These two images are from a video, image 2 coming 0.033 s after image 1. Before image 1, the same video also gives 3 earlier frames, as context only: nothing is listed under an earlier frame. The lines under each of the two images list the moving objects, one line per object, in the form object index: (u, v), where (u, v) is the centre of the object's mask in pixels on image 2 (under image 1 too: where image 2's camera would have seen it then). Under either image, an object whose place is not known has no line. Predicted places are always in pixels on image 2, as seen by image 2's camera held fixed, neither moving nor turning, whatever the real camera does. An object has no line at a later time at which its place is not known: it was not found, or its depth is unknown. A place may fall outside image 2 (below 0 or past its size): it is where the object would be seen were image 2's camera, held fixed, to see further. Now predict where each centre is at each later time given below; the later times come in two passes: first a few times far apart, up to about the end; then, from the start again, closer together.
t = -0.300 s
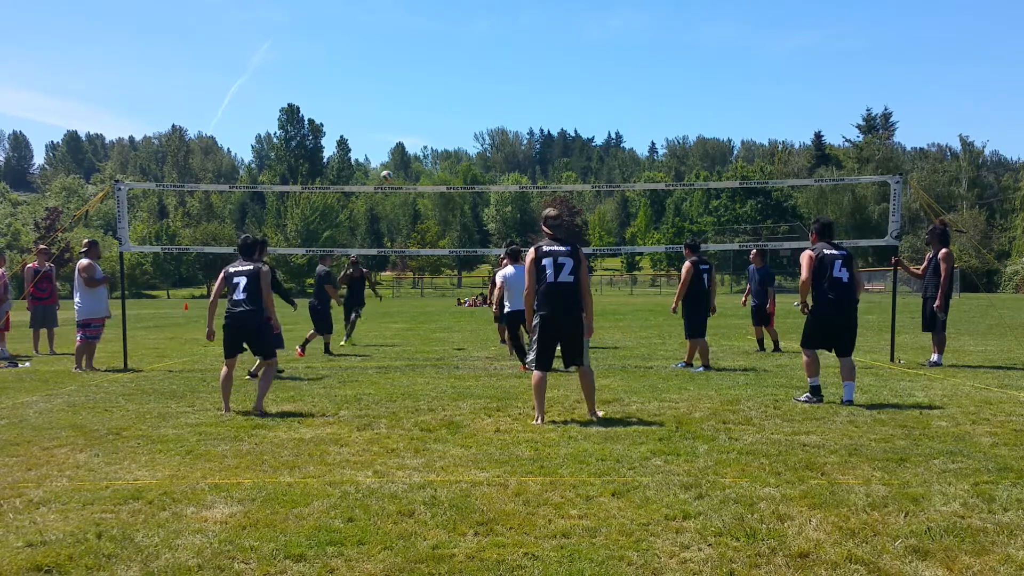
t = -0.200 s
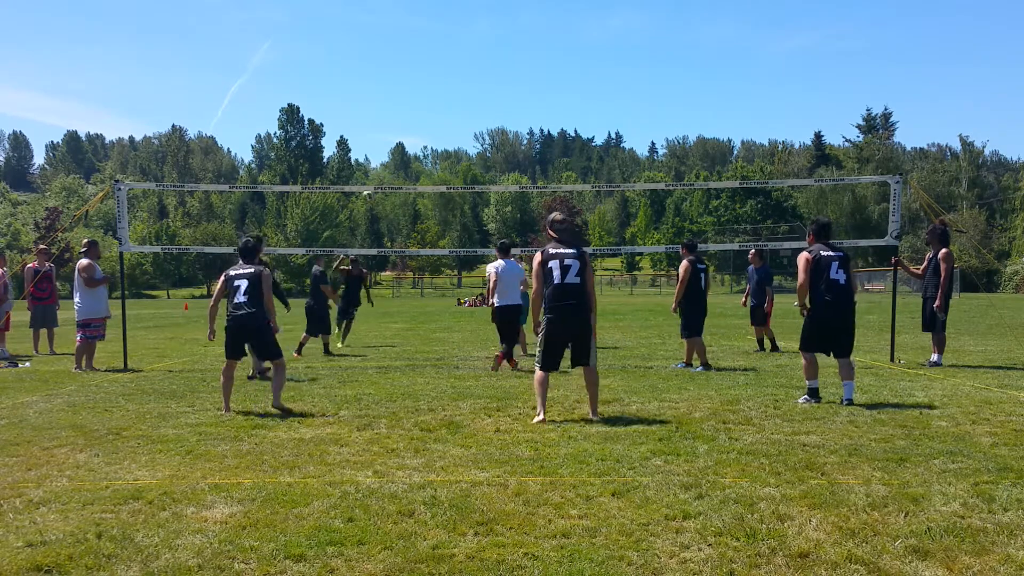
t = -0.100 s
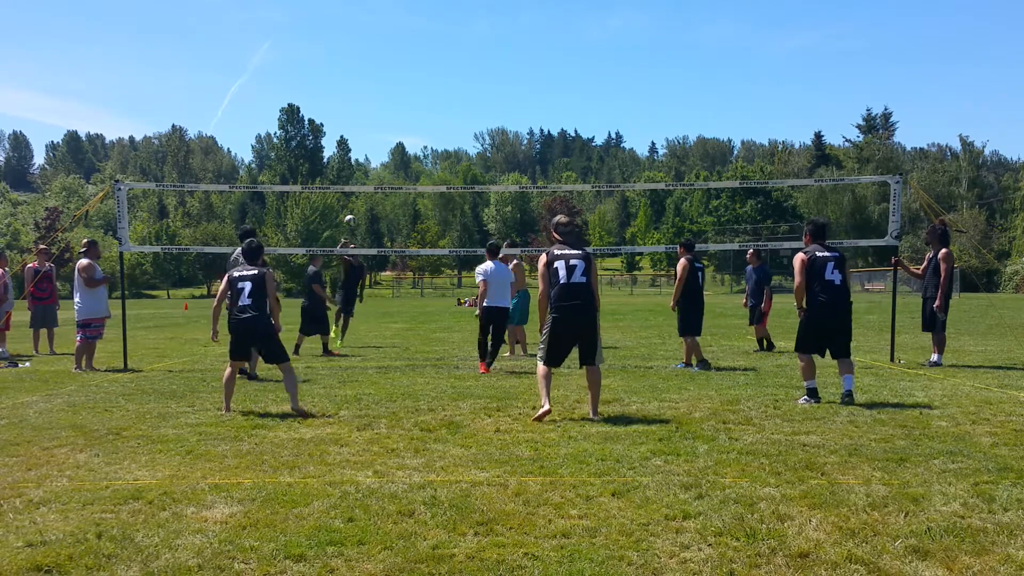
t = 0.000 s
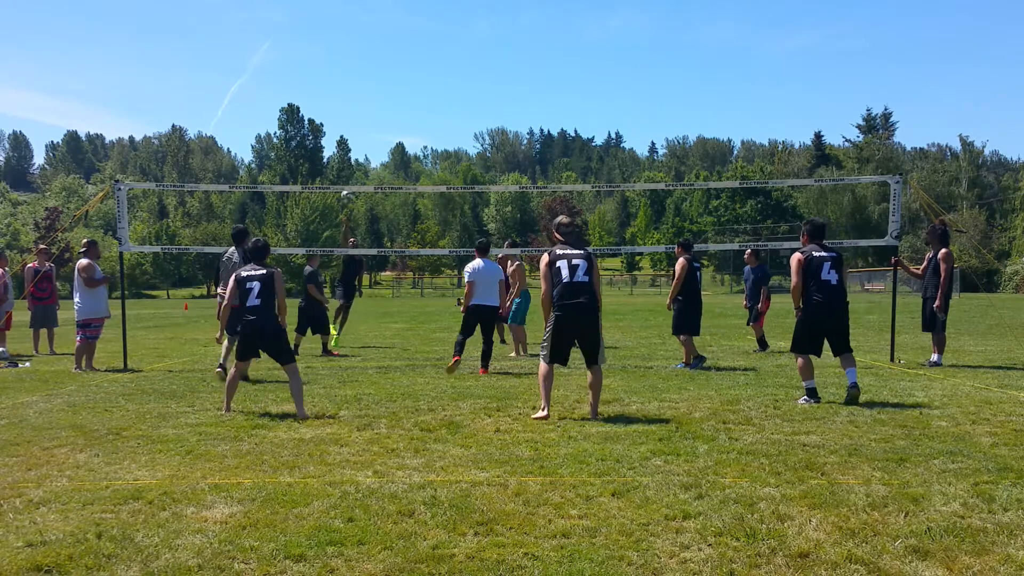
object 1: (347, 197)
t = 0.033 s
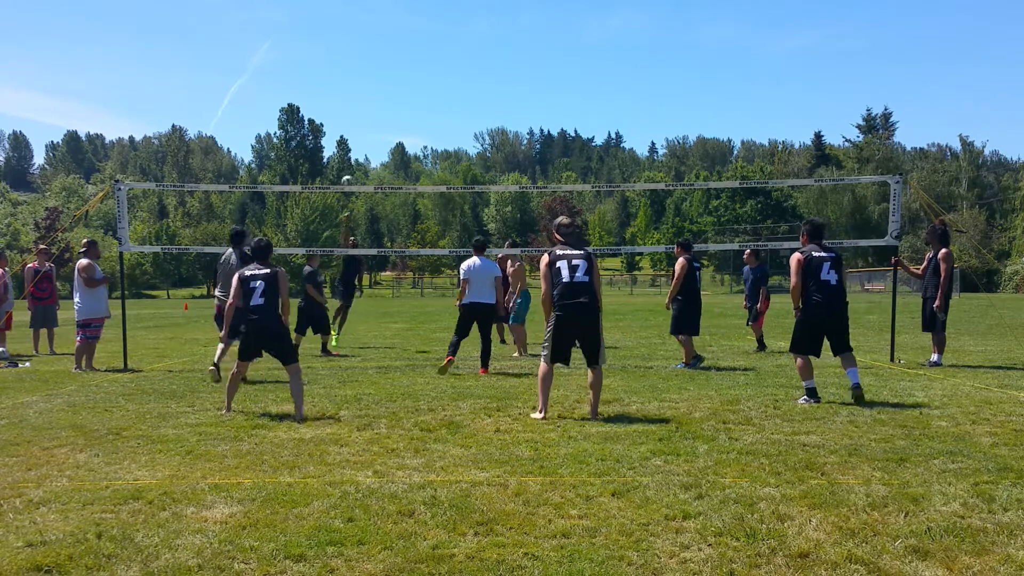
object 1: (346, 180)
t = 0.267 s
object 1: (353, 96)
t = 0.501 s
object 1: (356, 46)
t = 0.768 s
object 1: (361, 41)
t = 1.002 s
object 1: (366, 98)
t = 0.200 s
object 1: (351, 118)
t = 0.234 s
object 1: (352, 107)
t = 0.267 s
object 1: (353, 96)
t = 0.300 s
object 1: (353, 87)
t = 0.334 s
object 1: (353, 78)
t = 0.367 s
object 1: (354, 70)
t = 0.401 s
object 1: (354, 63)
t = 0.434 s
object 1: (355, 56)
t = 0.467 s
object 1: (355, 51)
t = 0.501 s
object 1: (356, 46)
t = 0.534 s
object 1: (357, 42)
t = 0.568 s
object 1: (357, 39)
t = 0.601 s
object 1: (357, 36)
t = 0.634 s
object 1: (358, 35)
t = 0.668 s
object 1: (359, 35)
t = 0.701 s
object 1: (359, 36)
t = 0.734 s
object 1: (360, 38)
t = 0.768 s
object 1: (361, 41)
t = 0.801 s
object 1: (361, 45)
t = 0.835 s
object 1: (362, 51)
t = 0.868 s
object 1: (363, 57)
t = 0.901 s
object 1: (363, 65)
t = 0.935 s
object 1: (364, 75)
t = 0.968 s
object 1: (365, 86)
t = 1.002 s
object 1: (366, 98)
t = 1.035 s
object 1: (366, 112)
